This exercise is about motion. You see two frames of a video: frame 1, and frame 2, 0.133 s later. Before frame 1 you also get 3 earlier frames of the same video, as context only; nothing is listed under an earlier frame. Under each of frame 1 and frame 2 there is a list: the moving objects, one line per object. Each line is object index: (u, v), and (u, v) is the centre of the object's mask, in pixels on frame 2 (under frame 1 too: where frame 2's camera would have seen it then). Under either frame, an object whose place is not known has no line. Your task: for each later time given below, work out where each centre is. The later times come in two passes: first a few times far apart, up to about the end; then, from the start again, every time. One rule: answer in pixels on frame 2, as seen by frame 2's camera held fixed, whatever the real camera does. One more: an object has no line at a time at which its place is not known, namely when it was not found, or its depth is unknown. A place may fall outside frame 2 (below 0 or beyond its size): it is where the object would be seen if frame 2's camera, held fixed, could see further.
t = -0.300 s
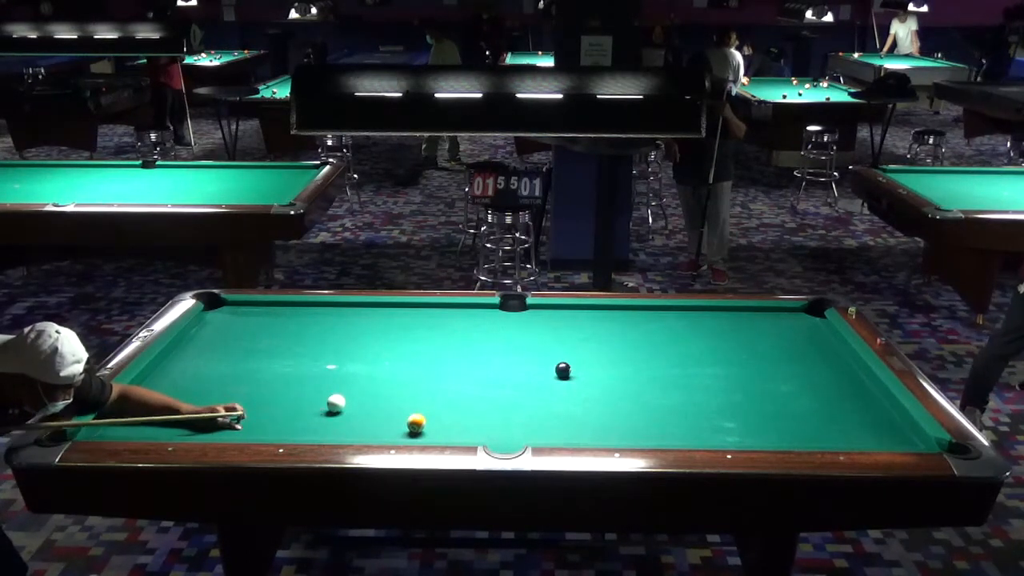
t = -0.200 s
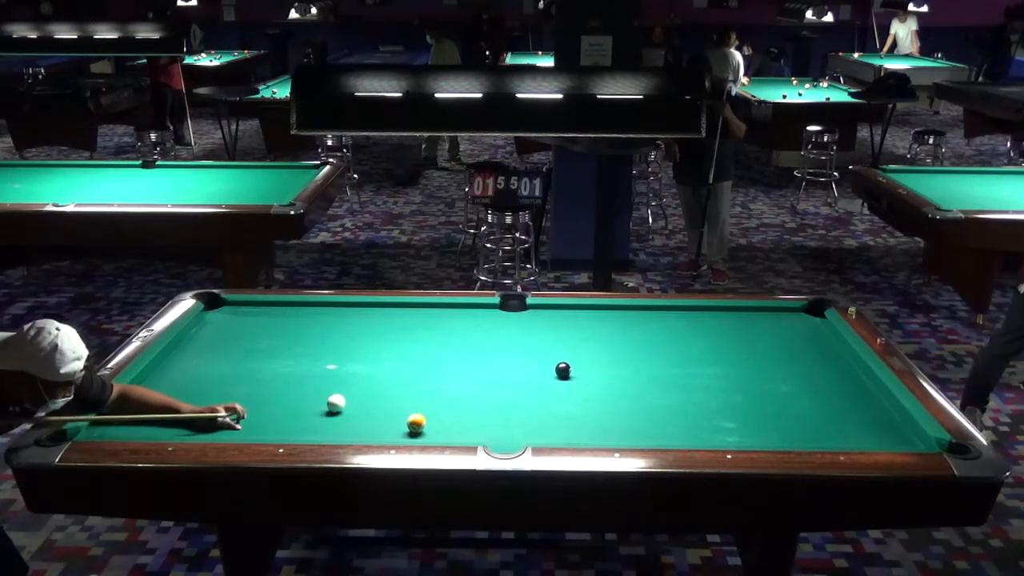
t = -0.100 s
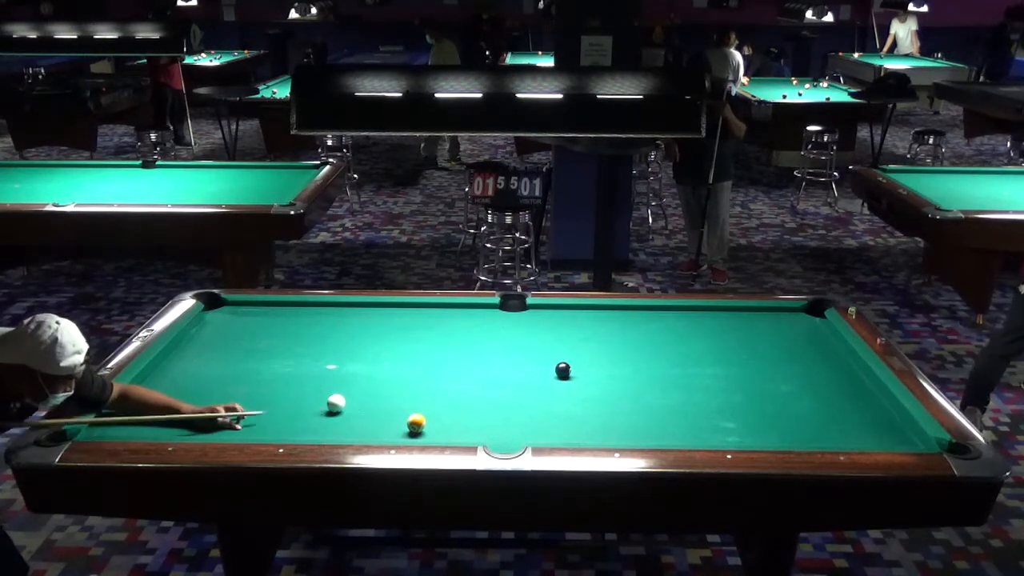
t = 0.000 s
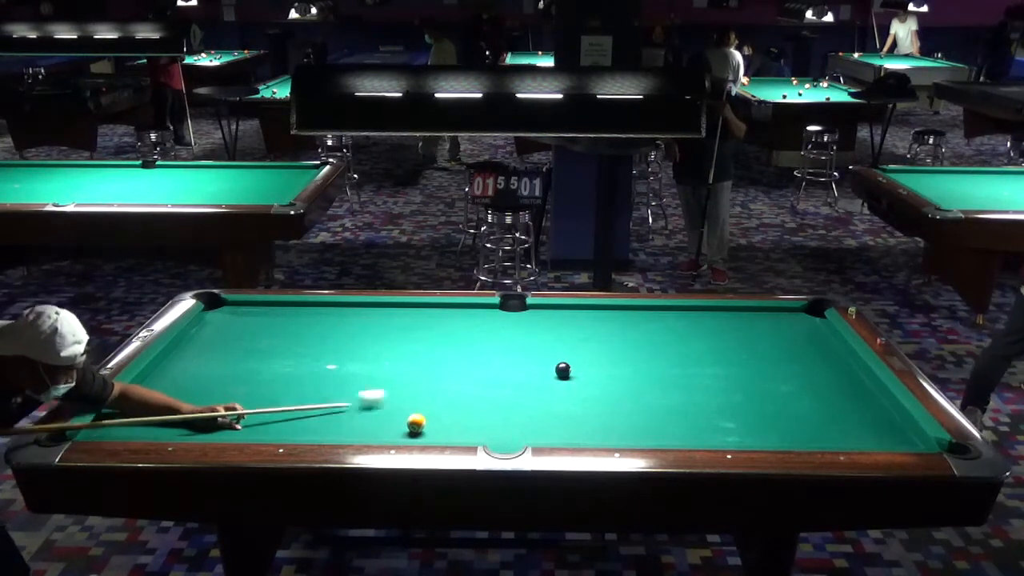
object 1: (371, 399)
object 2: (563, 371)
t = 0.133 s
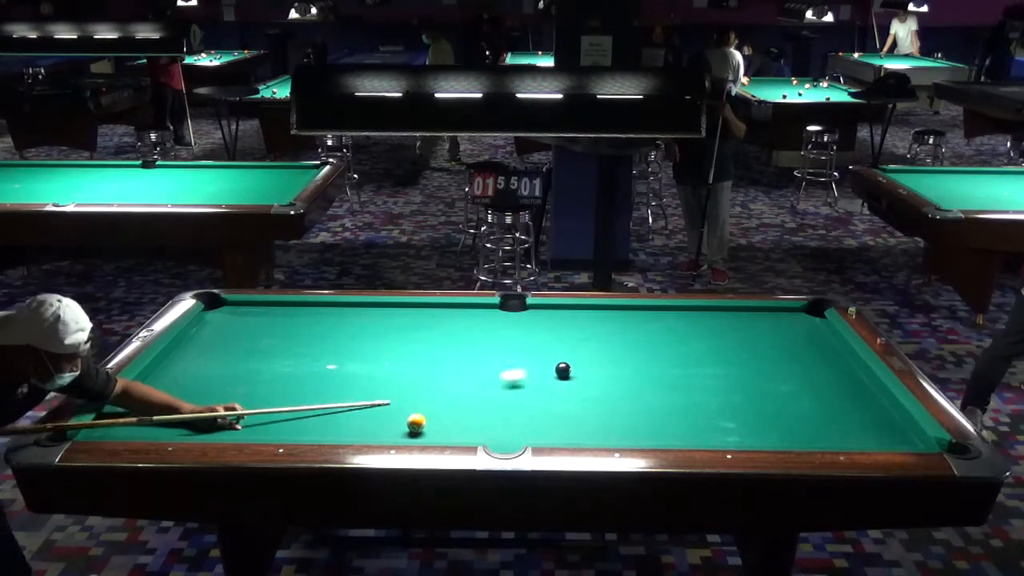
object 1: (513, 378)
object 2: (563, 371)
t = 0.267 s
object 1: (554, 377)
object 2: (631, 355)
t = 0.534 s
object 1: (562, 387)
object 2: (776, 324)
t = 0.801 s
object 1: (570, 397)
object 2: (815, 316)
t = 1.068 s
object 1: (577, 407)
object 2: (786, 319)
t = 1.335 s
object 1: (584, 417)
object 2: (760, 321)
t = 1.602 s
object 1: (591, 425)
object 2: (736, 323)
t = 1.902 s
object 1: (598, 433)
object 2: (711, 326)
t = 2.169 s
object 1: (602, 436)
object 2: (689, 329)
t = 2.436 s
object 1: (603, 434)
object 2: (668, 331)
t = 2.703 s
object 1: (604, 432)
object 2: (648, 333)
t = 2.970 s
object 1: (605, 430)
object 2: (629, 335)
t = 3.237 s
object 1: (606, 429)
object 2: (610, 337)
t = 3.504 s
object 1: (606, 428)
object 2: (594, 339)
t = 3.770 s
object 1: (606, 427)
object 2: (578, 340)
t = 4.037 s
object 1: (606, 427)
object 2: (564, 342)
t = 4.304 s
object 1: (606, 427)
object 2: (551, 343)
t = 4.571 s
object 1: (606, 427)
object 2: (540, 344)
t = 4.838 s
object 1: (606, 427)
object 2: (529, 346)
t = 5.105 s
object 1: (606, 427)
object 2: (521, 347)
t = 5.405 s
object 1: (606, 427)
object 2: (512, 347)
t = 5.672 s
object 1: (606, 427)
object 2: (506, 348)
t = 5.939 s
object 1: (606, 427)
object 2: (502, 348)
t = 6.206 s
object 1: (606, 427)
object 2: (500, 348)
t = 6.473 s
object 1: (606, 427)
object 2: (499, 348)
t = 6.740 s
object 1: (606, 427)
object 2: (499, 348)
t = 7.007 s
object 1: (606, 427)
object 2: (499, 348)
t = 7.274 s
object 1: (606, 427)
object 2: (499, 348)
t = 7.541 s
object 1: (606, 427)
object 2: (499, 348)
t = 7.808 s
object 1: (606, 427)
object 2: (499, 348)
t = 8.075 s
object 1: (606, 427)
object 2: (499, 348)
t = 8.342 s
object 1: (606, 427)
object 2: (499, 348)
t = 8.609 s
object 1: (606, 427)
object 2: (499, 348)
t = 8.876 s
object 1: (606, 427)
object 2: (499, 348)
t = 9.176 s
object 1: (606, 427)
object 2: (499, 348)
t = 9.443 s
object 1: (606, 427)
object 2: (499, 348)
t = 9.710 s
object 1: (606, 427)
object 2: (499, 348)
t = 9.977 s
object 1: (606, 427)
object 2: (499, 348)
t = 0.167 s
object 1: (543, 374)
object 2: (563, 371)
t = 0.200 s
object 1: (552, 374)
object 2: (584, 367)
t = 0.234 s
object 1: (554, 376)
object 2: (607, 360)
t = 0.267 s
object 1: (554, 377)
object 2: (631, 355)
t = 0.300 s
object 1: (555, 378)
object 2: (653, 351)
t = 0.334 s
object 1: (556, 380)
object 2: (674, 346)
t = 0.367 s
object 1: (557, 381)
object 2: (693, 342)
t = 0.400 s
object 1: (558, 382)
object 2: (710, 338)
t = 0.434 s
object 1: (559, 384)
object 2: (729, 335)
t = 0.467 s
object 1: (560, 385)
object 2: (745, 331)
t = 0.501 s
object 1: (561, 386)
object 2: (760, 327)
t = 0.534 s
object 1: (562, 387)
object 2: (776, 324)
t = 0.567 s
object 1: (563, 389)
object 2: (789, 321)
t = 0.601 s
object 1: (564, 390)
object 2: (805, 319)
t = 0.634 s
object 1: (565, 391)
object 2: (817, 315)
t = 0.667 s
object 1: (566, 392)
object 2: (814, 312)
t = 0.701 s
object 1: (567, 394)
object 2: (812, 310)
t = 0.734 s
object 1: (568, 395)
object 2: (816, 312)
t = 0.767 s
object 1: (568, 396)
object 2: (817, 313)
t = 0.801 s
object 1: (570, 397)
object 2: (815, 316)
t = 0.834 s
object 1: (571, 398)
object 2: (810, 316)
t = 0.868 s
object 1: (572, 400)
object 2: (805, 317)
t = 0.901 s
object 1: (572, 401)
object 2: (800, 317)
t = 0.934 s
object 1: (574, 402)
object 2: (798, 318)
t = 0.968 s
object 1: (574, 404)
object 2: (795, 318)
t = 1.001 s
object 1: (575, 405)
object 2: (791, 318)
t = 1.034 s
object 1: (576, 406)
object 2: (788, 318)
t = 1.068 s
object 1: (577, 407)
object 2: (786, 319)
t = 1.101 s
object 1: (578, 408)
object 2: (782, 319)
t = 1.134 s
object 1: (579, 409)
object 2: (779, 319)
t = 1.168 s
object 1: (580, 411)
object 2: (775, 319)
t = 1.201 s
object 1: (580, 412)
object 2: (773, 320)
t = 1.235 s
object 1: (581, 413)
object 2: (770, 320)
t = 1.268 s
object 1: (582, 414)
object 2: (766, 320)
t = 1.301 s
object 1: (583, 415)
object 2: (763, 320)
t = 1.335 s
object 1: (584, 417)
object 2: (760, 321)
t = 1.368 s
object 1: (585, 418)
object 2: (758, 321)
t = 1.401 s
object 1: (586, 419)
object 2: (754, 322)
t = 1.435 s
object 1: (587, 420)
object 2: (751, 322)
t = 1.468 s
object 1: (588, 421)
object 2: (748, 322)
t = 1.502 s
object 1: (588, 422)
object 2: (745, 322)
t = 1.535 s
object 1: (589, 423)
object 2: (742, 322)
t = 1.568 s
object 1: (590, 424)
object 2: (739, 323)
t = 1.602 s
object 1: (591, 425)
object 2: (736, 323)
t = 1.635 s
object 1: (591, 427)
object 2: (733, 324)
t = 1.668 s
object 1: (592, 427)
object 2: (730, 324)
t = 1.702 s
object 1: (593, 428)
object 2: (728, 324)
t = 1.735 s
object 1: (594, 429)
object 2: (725, 325)
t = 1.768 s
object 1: (595, 430)
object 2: (722, 325)
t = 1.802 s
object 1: (595, 431)
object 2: (719, 325)
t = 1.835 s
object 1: (596, 432)
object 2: (716, 326)
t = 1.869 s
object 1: (597, 432)
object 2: (713, 326)
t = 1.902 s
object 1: (598, 433)
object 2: (711, 326)
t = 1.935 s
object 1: (598, 433)
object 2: (708, 327)
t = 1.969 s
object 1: (599, 434)
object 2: (705, 327)
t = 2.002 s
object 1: (600, 435)
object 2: (702, 327)
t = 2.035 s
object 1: (600, 435)
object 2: (699, 328)
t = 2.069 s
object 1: (601, 436)
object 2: (697, 328)
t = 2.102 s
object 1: (602, 436)
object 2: (694, 328)
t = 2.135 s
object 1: (602, 436)
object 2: (692, 328)
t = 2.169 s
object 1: (602, 436)
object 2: (689, 329)
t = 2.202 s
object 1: (602, 435)
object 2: (686, 329)
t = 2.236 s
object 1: (602, 435)
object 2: (683, 329)
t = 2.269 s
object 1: (602, 435)
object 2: (681, 330)
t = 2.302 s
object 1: (603, 435)
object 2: (678, 330)
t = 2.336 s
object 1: (603, 434)
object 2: (676, 330)
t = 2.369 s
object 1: (603, 434)
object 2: (673, 331)
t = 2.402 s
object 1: (603, 434)
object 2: (670, 331)
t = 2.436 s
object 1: (603, 434)
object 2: (668, 331)
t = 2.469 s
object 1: (603, 433)
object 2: (665, 331)
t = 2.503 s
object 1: (603, 433)
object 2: (663, 331)
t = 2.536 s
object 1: (604, 433)
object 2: (660, 332)
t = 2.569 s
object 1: (604, 432)
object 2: (658, 332)
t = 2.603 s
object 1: (604, 432)
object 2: (655, 332)
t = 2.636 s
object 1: (604, 432)
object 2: (653, 333)
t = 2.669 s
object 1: (604, 432)
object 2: (650, 333)
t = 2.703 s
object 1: (604, 432)
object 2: (648, 333)
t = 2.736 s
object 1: (604, 431)
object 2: (645, 334)
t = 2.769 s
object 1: (604, 431)
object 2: (643, 334)
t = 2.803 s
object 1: (604, 431)
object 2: (640, 334)
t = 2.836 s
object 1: (605, 431)
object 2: (638, 335)
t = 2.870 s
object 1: (605, 431)
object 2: (636, 335)
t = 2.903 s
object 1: (605, 431)
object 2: (633, 335)
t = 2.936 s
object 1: (605, 431)
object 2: (631, 335)
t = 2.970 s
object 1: (605, 430)
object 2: (629, 335)
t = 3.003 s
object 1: (605, 430)
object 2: (626, 335)
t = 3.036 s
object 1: (605, 430)
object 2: (624, 335)
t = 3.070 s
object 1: (605, 430)
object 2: (621, 336)
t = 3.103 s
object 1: (606, 429)
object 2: (619, 336)
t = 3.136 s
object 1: (606, 429)
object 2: (617, 337)
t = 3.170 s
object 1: (606, 429)
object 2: (615, 337)
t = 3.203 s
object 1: (606, 429)
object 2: (613, 337)
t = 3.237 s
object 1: (606, 429)
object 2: (610, 337)
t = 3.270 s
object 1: (606, 429)
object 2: (608, 337)
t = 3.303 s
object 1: (606, 429)
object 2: (606, 337)
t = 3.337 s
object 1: (606, 428)
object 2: (604, 337)
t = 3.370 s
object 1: (606, 428)
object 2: (602, 338)
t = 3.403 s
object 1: (606, 428)
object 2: (600, 338)
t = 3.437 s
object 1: (606, 428)
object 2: (597, 338)
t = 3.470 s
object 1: (606, 428)
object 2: (596, 339)
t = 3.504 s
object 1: (606, 428)
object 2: (594, 339)
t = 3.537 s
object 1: (606, 428)
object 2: (592, 339)
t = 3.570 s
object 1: (606, 428)
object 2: (590, 339)
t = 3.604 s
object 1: (606, 428)
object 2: (588, 339)
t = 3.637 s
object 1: (606, 428)
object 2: (586, 340)
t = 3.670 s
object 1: (606, 427)
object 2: (584, 339)
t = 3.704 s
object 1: (606, 428)
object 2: (582, 340)
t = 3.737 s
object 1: (606, 427)
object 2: (580, 340)
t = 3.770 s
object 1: (606, 427)
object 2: (578, 340)
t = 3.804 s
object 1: (606, 427)
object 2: (576, 341)
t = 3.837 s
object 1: (606, 427)
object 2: (574, 341)
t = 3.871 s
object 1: (606, 427)
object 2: (573, 341)
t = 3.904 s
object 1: (606, 427)
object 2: (571, 341)
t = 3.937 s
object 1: (606, 427)
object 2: (569, 341)
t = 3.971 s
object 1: (606, 427)
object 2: (568, 342)
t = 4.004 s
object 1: (606, 427)
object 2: (566, 342)
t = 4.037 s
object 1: (606, 427)
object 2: (564, 342)
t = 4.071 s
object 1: (606, 427)
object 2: (562, 342)
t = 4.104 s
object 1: (606, 427)
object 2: (561, 342)
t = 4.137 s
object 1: (606, 427)
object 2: (559, 342)
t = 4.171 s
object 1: (606, 427)
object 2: (557, 342)
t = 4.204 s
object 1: (606, 427)
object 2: (556, 343)
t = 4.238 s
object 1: (606, 427)
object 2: (554, 343)
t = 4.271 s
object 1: (606, 427)
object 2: (552, 343)
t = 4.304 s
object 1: (606, 427)
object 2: (551, 343)
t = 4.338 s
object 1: (606, 427)
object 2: (550, 343)
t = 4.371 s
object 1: (606, 427)
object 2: (548, 343)
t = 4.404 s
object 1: (606, 427)
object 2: (546, 344)
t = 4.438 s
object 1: (606, 427)
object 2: (545, 344)
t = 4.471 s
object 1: (606, 427)
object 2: (544, 344)
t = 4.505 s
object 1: (606, 427)
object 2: (542, 344)
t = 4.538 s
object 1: (606, 427)
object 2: (541, 344)
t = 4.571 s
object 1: (606, 427)
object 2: (540, 344)
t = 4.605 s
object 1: (606, 427)
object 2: (538, 344)
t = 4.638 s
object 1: (606, 427)
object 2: (537, 344)
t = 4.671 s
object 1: (606, 427)
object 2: (535, 345)
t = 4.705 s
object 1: (606, 427)
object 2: (534, 345)
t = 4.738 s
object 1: (606, 427)
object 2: (532, 345)
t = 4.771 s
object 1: (606, 427)
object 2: (531, 345)
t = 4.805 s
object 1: (606, 427)
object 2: (530, 345)
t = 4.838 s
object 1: (606, 427)
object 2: (529, 346)
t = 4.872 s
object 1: (606, 427)
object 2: (528, 346)
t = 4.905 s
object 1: (606, 427)
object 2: (527, 346)
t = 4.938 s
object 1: (606, 427)
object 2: (526, 346)
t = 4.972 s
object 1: (606, 427)
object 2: (525, 346)
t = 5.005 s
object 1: (606, 427)
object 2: (524, 346)
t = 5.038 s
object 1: (606, 427)
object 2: (523, 346)
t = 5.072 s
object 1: (606, 427)
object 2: (522, 346)
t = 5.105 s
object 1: (606, 427)
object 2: (521, 347)
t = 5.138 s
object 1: (606, 427)
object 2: (520, 346)
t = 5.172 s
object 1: (606, 427)
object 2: (519, 346)
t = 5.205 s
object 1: (606, 427)
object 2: (518, 347)
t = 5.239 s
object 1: (606, 427)
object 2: (517, 347)
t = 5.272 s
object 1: (606, 427)
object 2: (516, 347)
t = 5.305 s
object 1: (606, 427)
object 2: (515, 347)
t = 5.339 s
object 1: (606, 427)
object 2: (514, 347)
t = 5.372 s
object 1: (606, 427)
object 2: (513, 347)
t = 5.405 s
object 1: (606, 427)
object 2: (512, 347)
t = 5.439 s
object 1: (606, 427)
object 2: (511, 347)
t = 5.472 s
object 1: (606, 427)
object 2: (511, 347)
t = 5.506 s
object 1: (606, 427)
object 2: (510, 347)
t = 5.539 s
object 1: (606, 427)
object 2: (509, 347)
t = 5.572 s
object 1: (606, 427)
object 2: (508, 348)
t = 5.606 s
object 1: (606, 427)
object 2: (508, 348)
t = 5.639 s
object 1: (606, 427)
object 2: (507, 348)
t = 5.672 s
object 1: (606, 427)
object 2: (506, 348)
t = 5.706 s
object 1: (606, 427)
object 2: (506, 348)
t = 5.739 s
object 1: (606, 427)
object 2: (506, 348)
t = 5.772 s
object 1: (606, 427)
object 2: (505, 348)
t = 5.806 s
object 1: (606, 427)
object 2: (504, 348)
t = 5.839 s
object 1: (606, 427)
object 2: (504, 348)
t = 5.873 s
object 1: (606, 427)
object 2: (503, 348)
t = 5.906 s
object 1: (606, 427)
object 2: (503, 348)
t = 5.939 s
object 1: (606, 427)
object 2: (502, 348)
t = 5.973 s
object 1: (606, 427)
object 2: (502, 348)
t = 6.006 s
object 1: (606, 427)
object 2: (501, 348)
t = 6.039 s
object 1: (606, 427)
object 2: (501, 348)
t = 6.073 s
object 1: (606, 427)
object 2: (501, 348)
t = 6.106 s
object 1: (606, 427)
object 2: (500, 348)
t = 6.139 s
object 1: (606, 427)
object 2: (500, 348)
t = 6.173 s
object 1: (606, 427)
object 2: (500, 348)
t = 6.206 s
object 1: (606, 427)
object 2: (500, 348)
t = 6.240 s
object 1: (606, 427)
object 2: (499, 348)
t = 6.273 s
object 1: (606, 427)
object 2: (499, 348)
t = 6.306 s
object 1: (606, 427)
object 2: (499, 348)
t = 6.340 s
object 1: (606, 427)
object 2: (499, 348)
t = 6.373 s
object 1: (606, 427)
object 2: (499, 348)
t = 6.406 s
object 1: (606, 427)
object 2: (499, 348)
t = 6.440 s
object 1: (606, 427)
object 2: (499, 348)
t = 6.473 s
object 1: (606, 427)
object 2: (499, 348)
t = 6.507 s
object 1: (606, 427)
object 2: (499, 348)
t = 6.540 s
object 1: (606, 427)
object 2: (499, 348)
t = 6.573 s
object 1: (606, 427)
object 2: (499, 348)
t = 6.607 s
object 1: (606, 427)
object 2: (499, 348)
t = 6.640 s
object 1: (606, 427)
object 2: (499, 348)
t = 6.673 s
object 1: (606, 427)
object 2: (499, 348)
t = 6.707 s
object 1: (606, 427)
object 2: (499, 348)
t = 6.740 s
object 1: (606, 427)
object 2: (499, 348)
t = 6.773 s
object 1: (606, 427)
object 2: (499, 348)
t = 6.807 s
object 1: (606, 427)
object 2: (499, 348)
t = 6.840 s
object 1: (606, 427)
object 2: (499, 348)
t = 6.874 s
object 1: (606, 427)
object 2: (499, 348)
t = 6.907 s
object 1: (606, 427)
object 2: (499, 348)
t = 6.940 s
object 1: (606, 427)
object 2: (499, 348)
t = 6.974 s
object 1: (606, 427)
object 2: (499, 348)
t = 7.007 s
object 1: (606, 427)
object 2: (499, 348)
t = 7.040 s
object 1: (606, 427)
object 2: (499, 348)
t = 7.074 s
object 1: (606, 427)
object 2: (499, 348)
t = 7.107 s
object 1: (606, 427)
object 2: (499, 348)
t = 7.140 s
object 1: (606, 427)
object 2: (499, 348)
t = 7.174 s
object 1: (606, 427)
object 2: (499, 348)
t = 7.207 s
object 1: (606, 427)
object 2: (499, 348)
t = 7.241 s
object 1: (606, 427)
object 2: (499, 348)
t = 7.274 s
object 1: (606, 427)
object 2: (499, 348)
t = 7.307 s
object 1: (606, 427)
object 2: (499, 348)
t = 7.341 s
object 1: (606, 427)
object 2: (499, 348)
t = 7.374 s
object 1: (606, 427)
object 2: (499, 348)
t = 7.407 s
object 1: (606, 427)
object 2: (499, 348)
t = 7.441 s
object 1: (606, 427)
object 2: (499, 348)
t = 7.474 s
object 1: (606, 427)
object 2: (499, 348)
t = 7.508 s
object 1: (606, 427)
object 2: (499, 348)
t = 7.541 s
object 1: (606, 427)
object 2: (499, 348)
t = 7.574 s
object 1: (606, 427)
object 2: (499, 348)
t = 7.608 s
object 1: (606, 427)
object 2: (499, 348)
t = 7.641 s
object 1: (606, 427)
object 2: (499, 348)
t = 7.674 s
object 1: (606, 427)
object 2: (499, 348)
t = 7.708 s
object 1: (606, 427)
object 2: (499, 348)
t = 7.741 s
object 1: (606, 427)
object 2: (499, 348)
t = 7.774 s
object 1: (606, 427)
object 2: (499, 348)
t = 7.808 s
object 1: (606, 427)
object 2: (499, 348)
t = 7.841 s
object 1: (606, 427)
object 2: (499, 348)
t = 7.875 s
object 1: (606, 427)
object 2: (499, 348)
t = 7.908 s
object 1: (606, 427)
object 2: (499, 348)
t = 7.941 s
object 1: (606, 427)
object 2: (499, 348)
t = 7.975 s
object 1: (606, 427)
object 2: (499, 348)
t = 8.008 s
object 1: (606, 427)
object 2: (499, 348)
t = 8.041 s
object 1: (606, 427)
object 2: (499, 348)
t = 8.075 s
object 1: (606, 427)
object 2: (499, 348)
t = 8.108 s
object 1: (606, 427)
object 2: (499, 348)
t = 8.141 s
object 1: (606, 427)
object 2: (499, 348)
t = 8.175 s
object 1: (606, 427)
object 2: (499, 348)
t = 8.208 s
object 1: (606, 427)
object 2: (499, 348)
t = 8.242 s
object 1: (606, 427)
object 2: (499, 348)
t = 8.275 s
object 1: (606, 427)
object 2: (499, 348)
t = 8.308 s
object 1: (606, 427)
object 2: (499, 348)
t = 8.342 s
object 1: (606, 427)
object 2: (499, 348)
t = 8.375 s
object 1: (606, 427)
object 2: (499, 348)
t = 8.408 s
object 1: (606, 427)
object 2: (499, 348)
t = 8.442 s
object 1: (606, 427)
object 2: (499, 348)
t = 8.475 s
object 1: (606, 427)
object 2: (499, 348)
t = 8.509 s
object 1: (606, 427)
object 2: (499, 348)
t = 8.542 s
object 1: (606, 427)
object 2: (499, 348)
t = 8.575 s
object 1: (606, 427)
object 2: (499, 348)
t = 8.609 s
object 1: (606, 427)
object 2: (499, 348)
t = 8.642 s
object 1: (606, 427)
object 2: (499, 348)
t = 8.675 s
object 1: (606, 427)
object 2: (499, 348)
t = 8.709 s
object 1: (606, 427)
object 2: (499, 348)
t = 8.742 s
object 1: (606, 427)
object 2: (499, 348)
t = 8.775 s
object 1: (606, 427)
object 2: (499, 348)
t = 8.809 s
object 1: (606, 427)
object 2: (499, 348)
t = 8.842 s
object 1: (606, 427)
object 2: (499, 348)
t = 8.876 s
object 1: (606, 427)
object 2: (499, 348)
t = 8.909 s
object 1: (606, 427)
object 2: (499, 348)
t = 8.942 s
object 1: (606, 427)
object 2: (499, 348)
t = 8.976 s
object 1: (606, 427)
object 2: (499, 348)
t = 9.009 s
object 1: (606, 427)
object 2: (499, 348)
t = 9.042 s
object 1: (606, 427)
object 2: (499, 348)
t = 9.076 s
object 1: (606, 427)
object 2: (499, 348)
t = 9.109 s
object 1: (606, 427)
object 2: (499, 348)
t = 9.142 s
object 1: (606, 427)
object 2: (499, 348)
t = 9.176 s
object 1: (606, 427)
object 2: (499, 348)
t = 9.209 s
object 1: (606, 427)
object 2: (499, 348)
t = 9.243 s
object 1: (606, 427)
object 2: (499, 348)
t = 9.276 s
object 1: (606, 427)
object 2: (499, 348)
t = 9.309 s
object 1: (606, 427)
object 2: (499, 348)
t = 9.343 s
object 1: (606, 427)
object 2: (499, 348)
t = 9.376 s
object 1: (606, 427)
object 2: (499, 348)
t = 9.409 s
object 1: (606, 427)
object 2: (499, 348)
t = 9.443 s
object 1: (606, 427)
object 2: (499, 348)
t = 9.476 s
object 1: (606, 427)
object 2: (499, 348)
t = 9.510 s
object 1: (606, 427)
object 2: (499, 348)
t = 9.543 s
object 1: (606, 427)
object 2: (499, 348)
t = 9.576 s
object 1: (606, 427)
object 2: (499, 348)
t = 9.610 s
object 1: (606, 427)
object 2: (499, 348)
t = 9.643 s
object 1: (606, 427)
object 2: (499, 348)
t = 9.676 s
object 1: (606, 427)
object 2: (499, 348)
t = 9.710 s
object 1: (606, 427)
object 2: (499, 348)
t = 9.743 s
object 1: (606, 427)
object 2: (499, 348)
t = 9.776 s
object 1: (606, 427)
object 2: (499, 348)
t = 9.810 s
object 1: (606, 427)
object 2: (499, 348)
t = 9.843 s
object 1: (606, 427)
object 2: (499, 348)
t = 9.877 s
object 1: (606, 427)
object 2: (499, 348)
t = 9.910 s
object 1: (606, 427)
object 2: (499, 348)
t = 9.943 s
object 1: (606, 427)
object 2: (499, 348)
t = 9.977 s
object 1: (606, 427)
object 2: (499, 348)
